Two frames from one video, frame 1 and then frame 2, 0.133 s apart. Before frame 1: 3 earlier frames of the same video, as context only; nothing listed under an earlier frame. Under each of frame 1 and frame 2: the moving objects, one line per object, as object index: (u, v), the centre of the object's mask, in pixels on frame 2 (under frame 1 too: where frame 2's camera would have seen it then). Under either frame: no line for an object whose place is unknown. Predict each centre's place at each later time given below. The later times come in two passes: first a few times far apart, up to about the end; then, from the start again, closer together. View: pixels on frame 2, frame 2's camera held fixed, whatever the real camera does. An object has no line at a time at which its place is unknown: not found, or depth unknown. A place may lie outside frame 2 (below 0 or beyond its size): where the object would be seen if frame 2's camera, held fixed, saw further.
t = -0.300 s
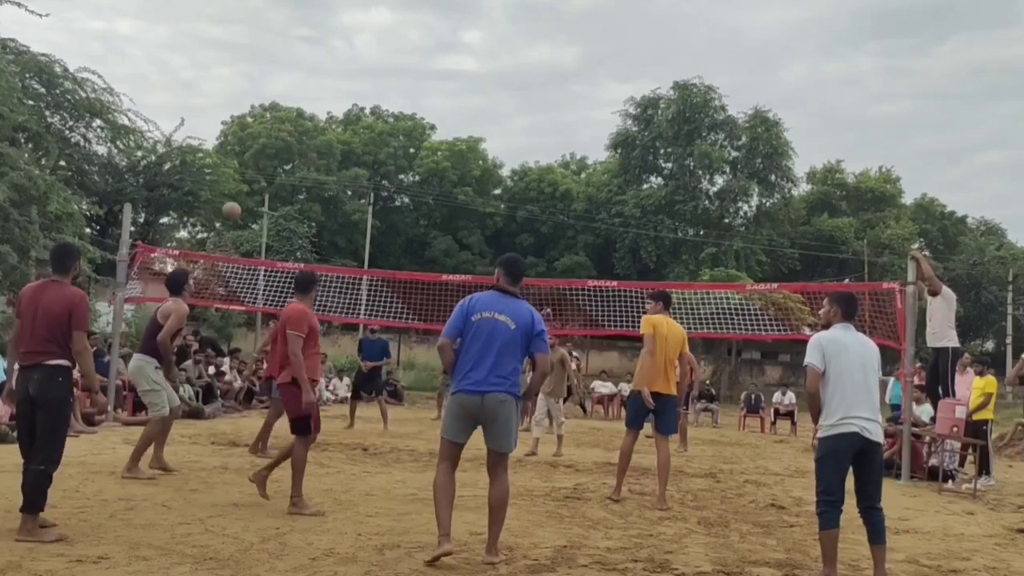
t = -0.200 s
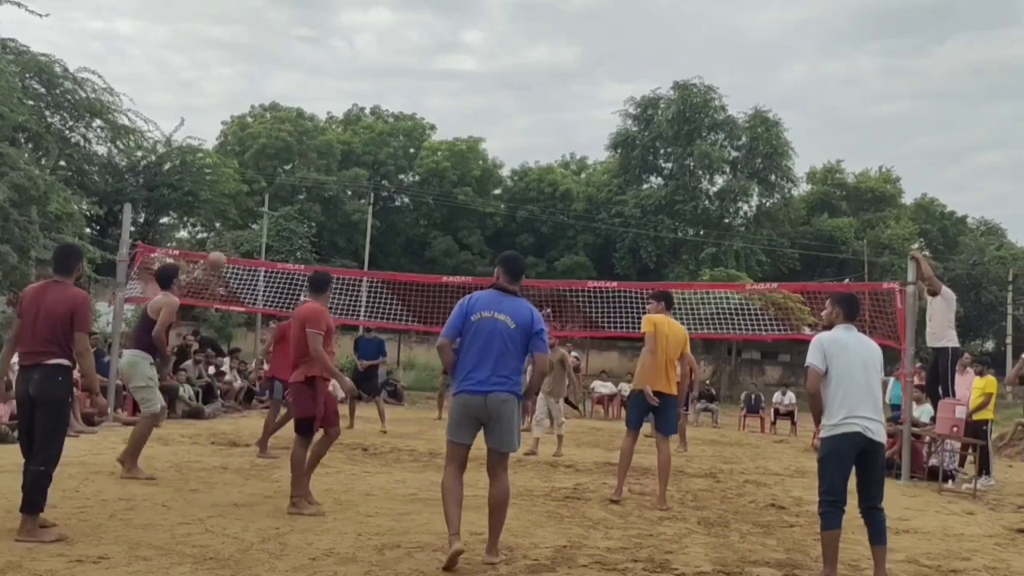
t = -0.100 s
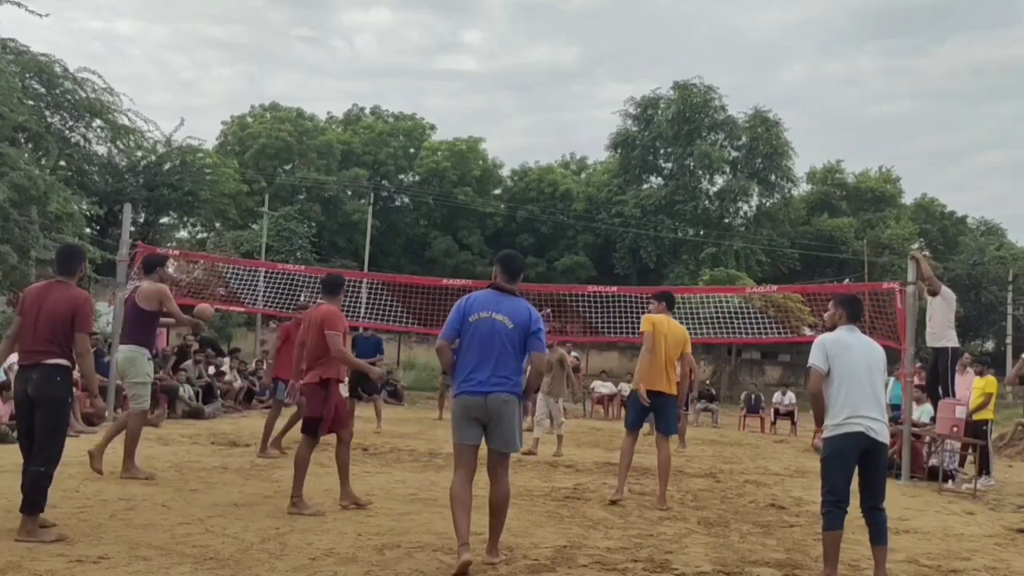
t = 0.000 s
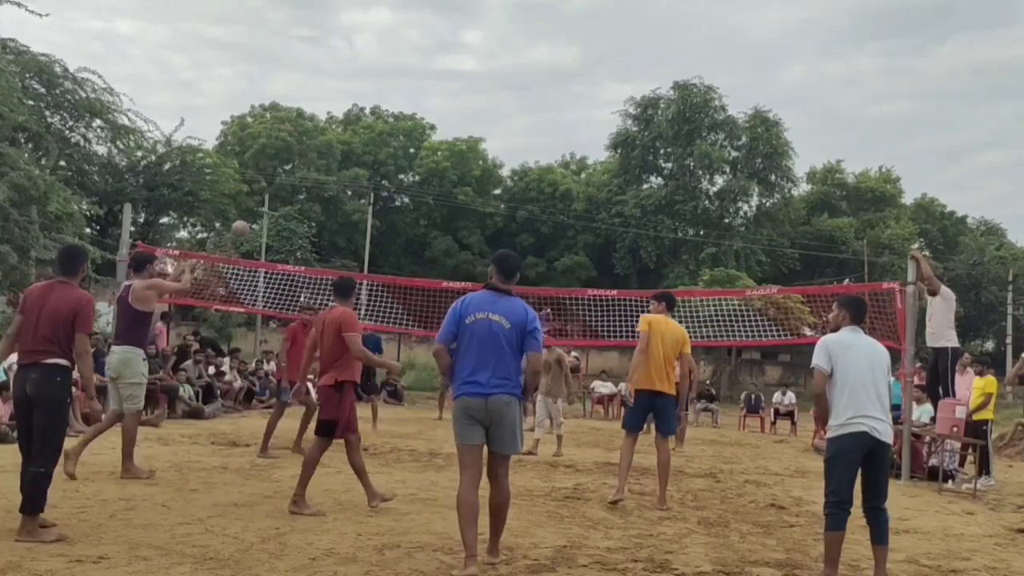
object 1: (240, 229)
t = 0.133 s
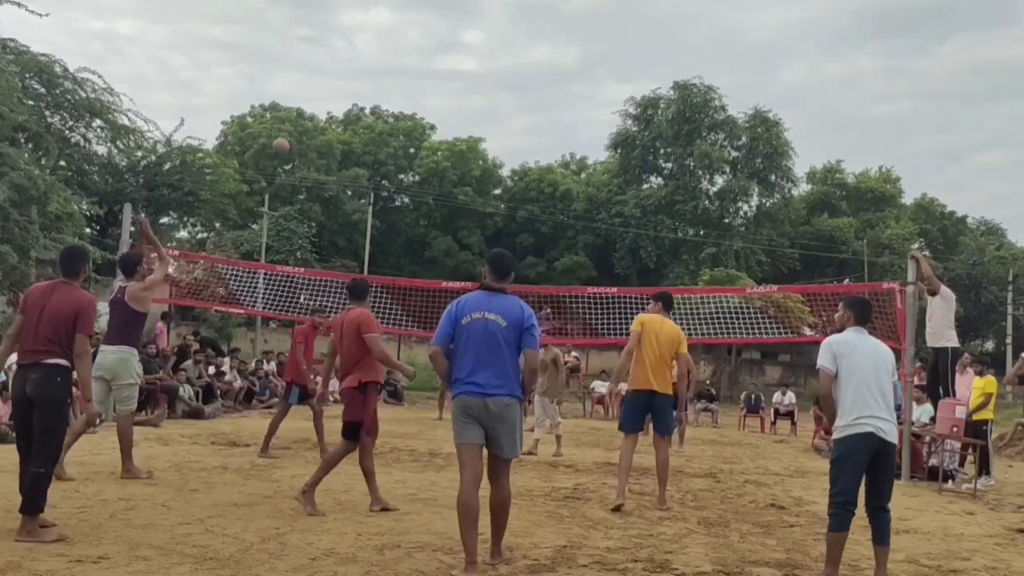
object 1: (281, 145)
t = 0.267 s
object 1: (314, 89)
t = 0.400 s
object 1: (342, 53)
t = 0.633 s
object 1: (381, 30)
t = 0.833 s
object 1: (407, 44)
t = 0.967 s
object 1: (421, 65)
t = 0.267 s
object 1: (314, 89)
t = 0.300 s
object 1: (321, 78)
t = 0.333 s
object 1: (328, 69)
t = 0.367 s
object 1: (335, 60)
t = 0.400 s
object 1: (342, 53)
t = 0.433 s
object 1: (348, 47)
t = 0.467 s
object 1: (354, 42)
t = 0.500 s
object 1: (360, 38)
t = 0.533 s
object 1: (366, 34)
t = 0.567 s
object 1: (371, 32)
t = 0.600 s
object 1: (376, 31)
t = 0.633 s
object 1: (381, 30)
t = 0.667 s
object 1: (386, 31)
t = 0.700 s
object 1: (391, 32)
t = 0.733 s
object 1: (395, 34)
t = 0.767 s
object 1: (399, 36)
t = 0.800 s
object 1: (403, 39)
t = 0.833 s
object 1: (407, 44)
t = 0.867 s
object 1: (410, 48)
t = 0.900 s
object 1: (414, 53)
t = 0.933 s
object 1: (417, 58)
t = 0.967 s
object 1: (421, 65)
